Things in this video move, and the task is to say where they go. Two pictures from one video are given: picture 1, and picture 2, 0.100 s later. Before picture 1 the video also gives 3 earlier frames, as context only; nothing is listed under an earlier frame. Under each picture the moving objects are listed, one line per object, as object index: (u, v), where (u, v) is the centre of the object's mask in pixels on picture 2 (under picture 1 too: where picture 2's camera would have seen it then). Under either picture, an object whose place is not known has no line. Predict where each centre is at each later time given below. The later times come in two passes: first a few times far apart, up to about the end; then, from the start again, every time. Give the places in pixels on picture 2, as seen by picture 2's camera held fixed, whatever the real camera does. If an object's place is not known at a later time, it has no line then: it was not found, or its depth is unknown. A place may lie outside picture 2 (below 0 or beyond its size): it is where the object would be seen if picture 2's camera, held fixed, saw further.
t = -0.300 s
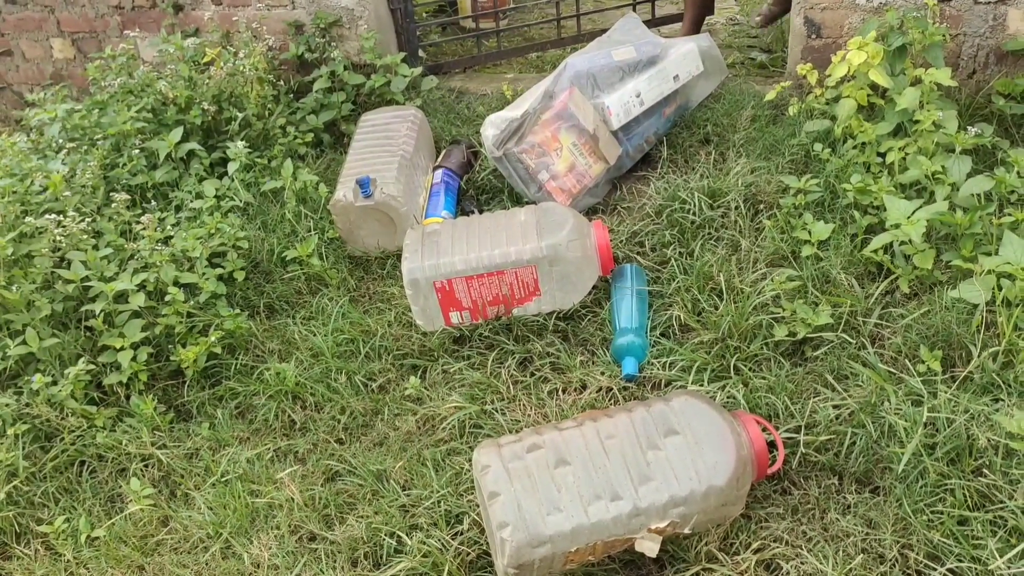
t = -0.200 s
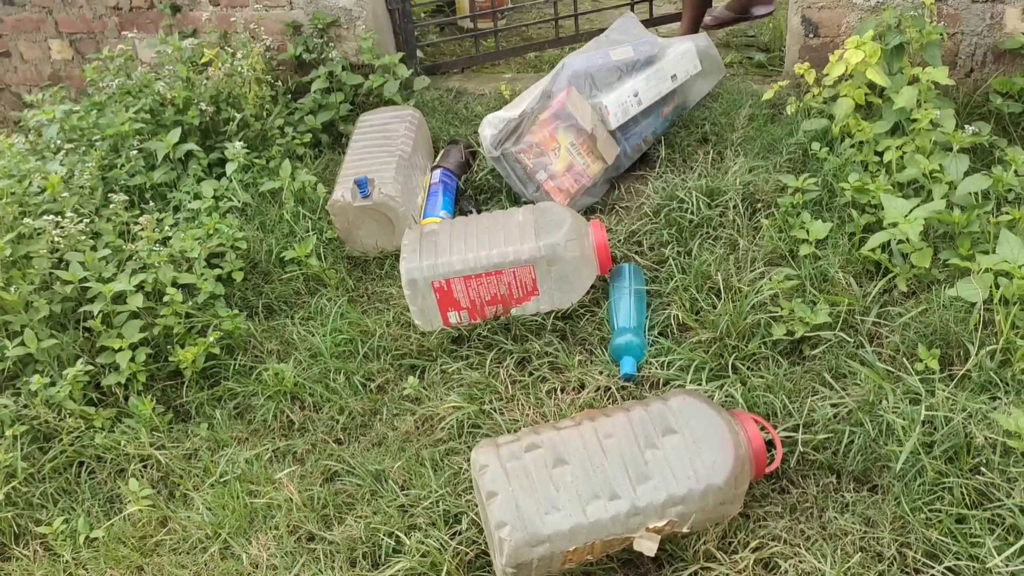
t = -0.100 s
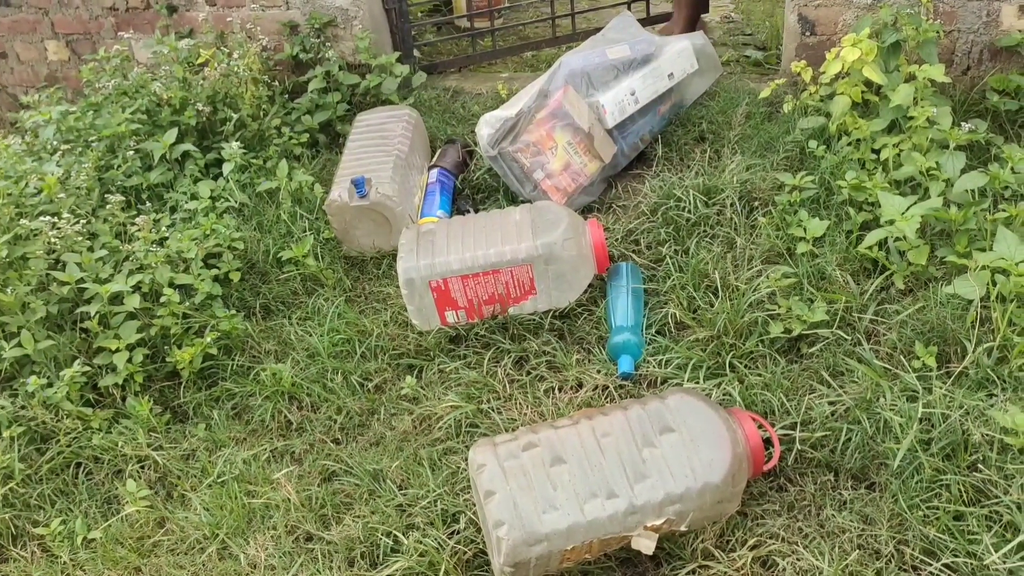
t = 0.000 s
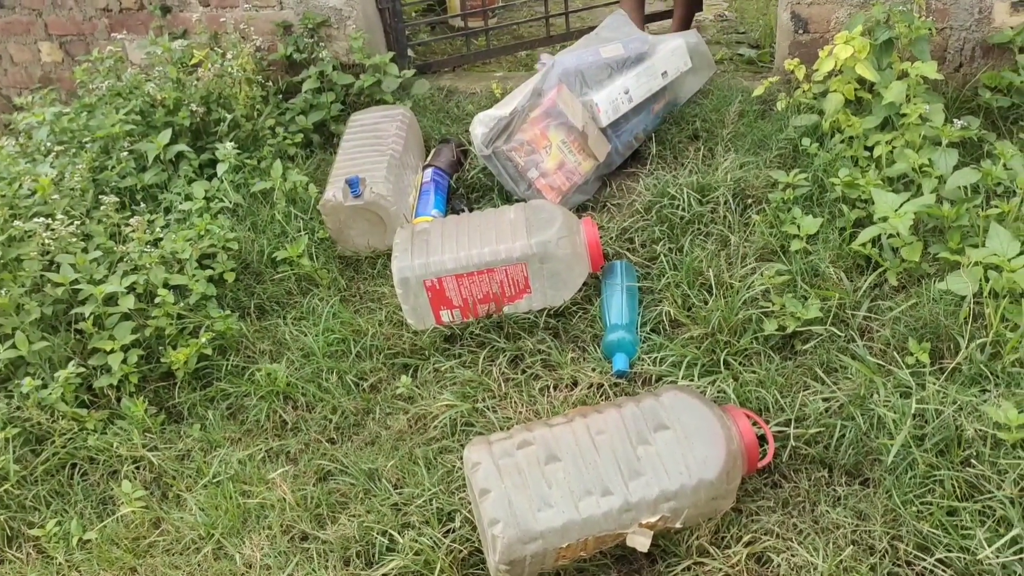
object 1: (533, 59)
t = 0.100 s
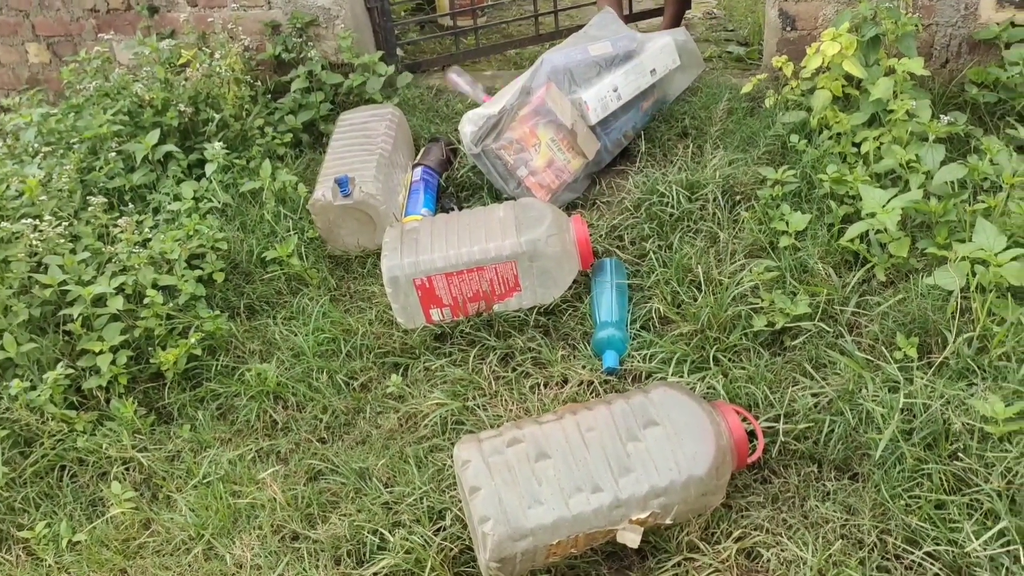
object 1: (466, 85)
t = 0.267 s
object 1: (443, 131)
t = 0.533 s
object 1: (444, 128)
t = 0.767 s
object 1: (443, 129)
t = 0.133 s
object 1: (445, 100)
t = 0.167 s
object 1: (428, 121)
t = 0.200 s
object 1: (430, 118)
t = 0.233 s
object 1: (445, 122)
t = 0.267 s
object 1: (443, 131)
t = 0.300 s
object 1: (440, 130)
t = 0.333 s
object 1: (441, 126)
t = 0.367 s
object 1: (442, 124)
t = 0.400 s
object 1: (443, 125)
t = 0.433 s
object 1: (444, 127)
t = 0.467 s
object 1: (445, 128)
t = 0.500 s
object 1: (445, 128)
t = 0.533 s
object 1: (444, 128)
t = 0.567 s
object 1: (444, 128)
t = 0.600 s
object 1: (444, 128)
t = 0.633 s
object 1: (443, 128)
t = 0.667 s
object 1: (443, 129)
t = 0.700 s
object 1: (443, 129)
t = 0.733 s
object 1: (442, 128)
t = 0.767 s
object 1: (443, 129)
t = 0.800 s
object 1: (443, 129)
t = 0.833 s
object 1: (443, 129)
